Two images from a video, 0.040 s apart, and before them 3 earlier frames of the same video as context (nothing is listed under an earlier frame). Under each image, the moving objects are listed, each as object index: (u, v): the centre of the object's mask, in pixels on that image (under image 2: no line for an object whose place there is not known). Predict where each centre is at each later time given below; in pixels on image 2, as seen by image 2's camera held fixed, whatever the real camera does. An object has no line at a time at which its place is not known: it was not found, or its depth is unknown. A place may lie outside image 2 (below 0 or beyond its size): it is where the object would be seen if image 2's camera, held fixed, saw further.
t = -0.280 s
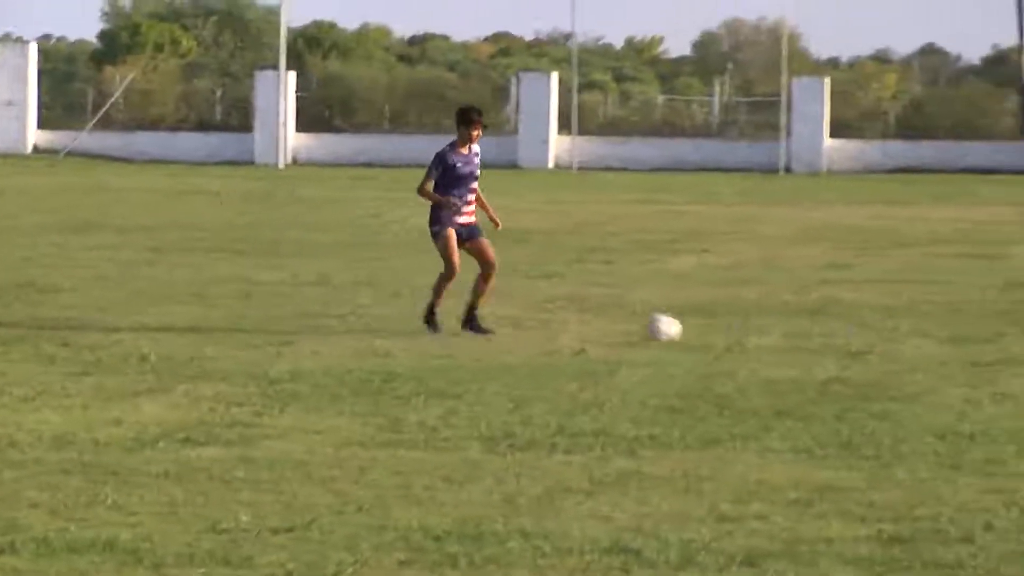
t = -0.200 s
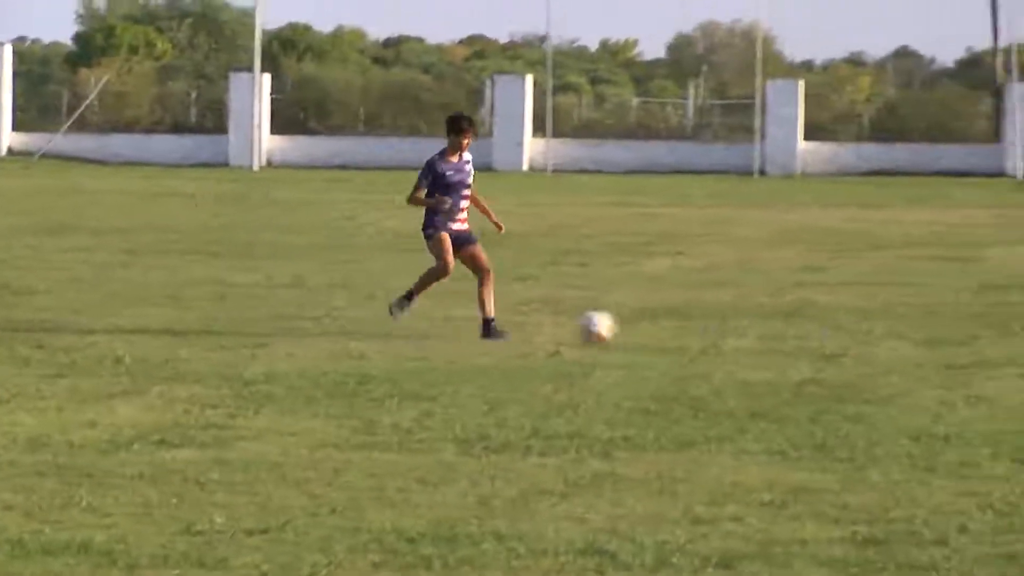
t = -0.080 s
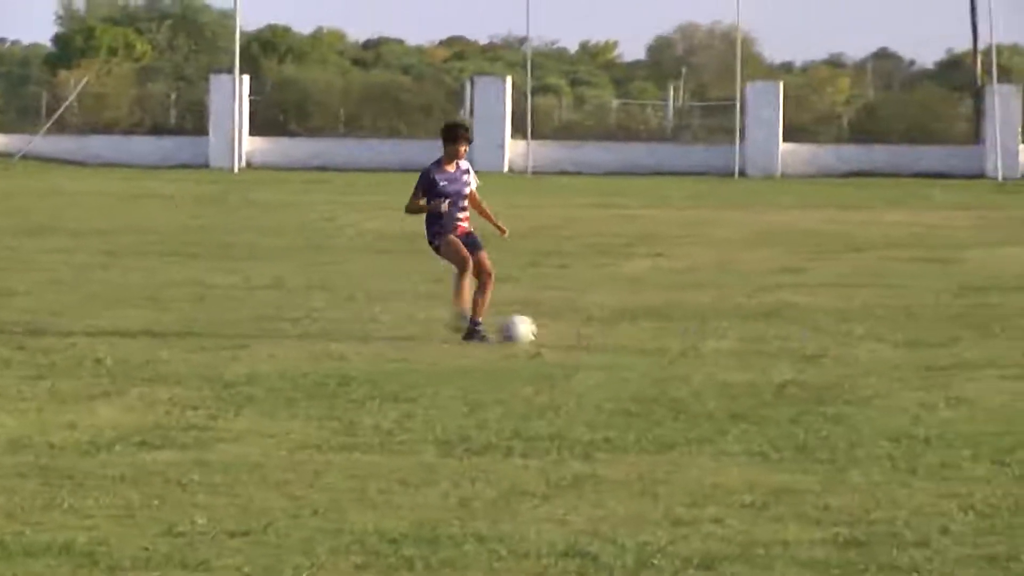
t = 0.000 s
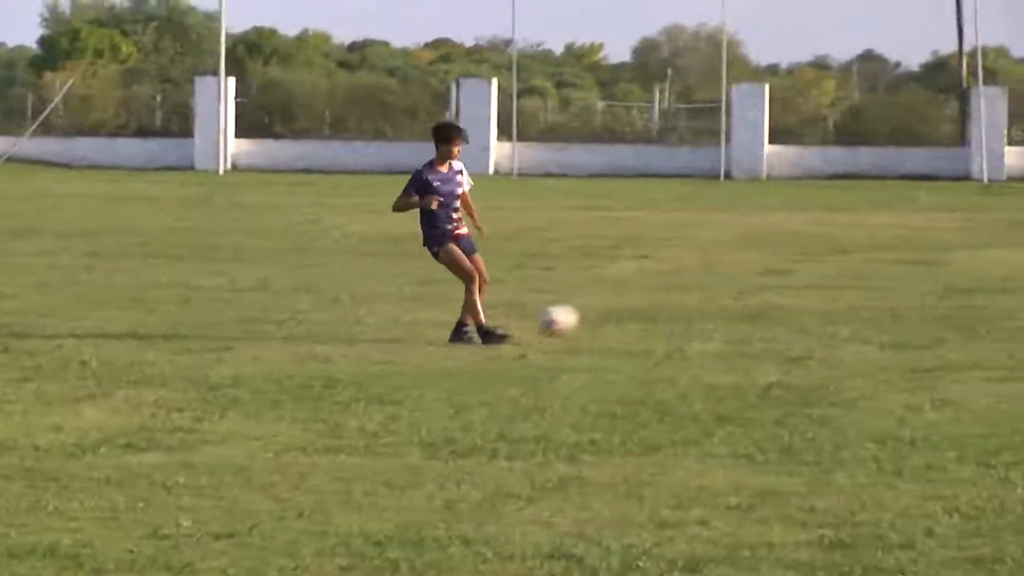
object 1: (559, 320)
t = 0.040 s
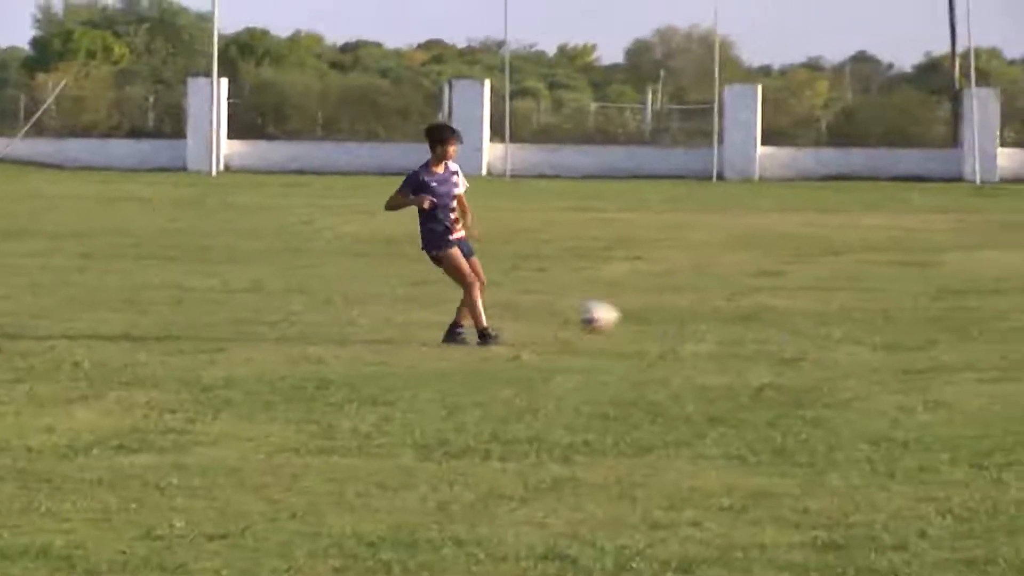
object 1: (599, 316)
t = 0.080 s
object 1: (646, 314)
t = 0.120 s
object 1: (693, 314)
